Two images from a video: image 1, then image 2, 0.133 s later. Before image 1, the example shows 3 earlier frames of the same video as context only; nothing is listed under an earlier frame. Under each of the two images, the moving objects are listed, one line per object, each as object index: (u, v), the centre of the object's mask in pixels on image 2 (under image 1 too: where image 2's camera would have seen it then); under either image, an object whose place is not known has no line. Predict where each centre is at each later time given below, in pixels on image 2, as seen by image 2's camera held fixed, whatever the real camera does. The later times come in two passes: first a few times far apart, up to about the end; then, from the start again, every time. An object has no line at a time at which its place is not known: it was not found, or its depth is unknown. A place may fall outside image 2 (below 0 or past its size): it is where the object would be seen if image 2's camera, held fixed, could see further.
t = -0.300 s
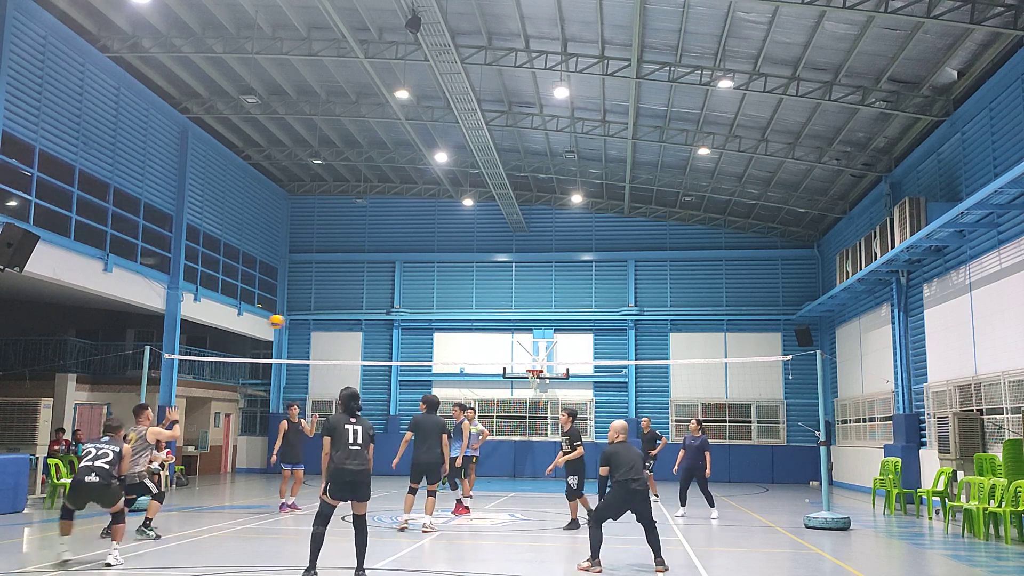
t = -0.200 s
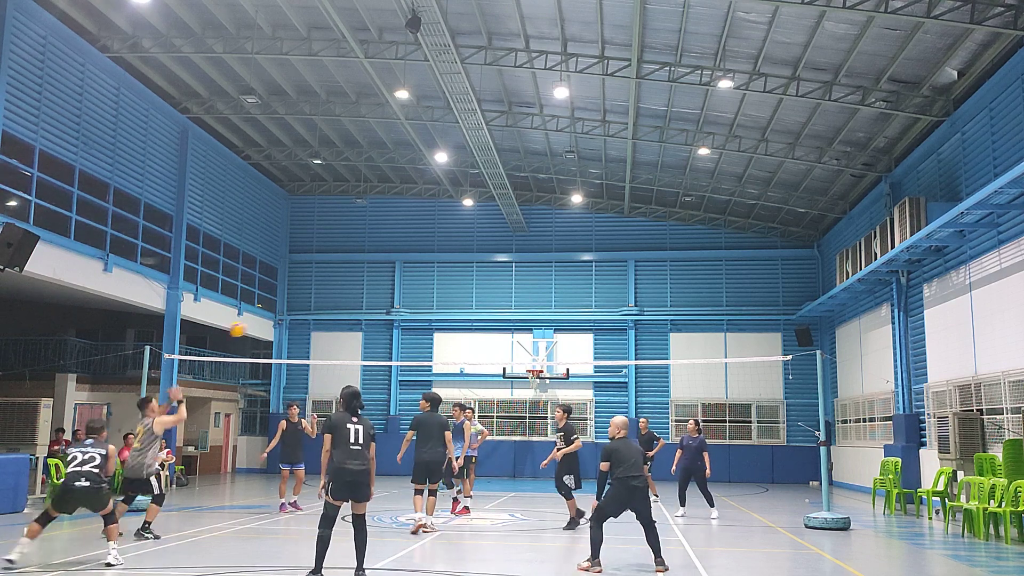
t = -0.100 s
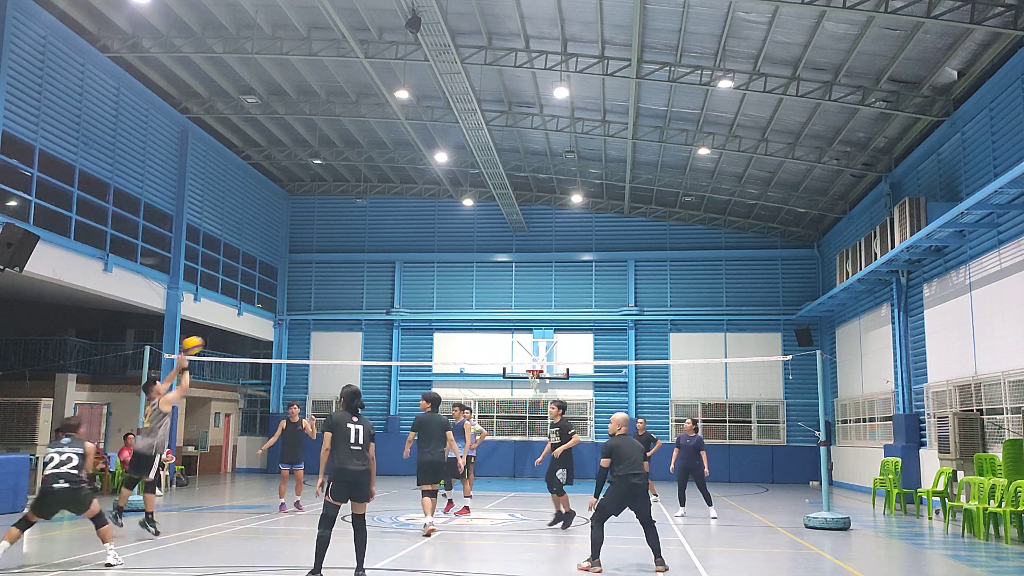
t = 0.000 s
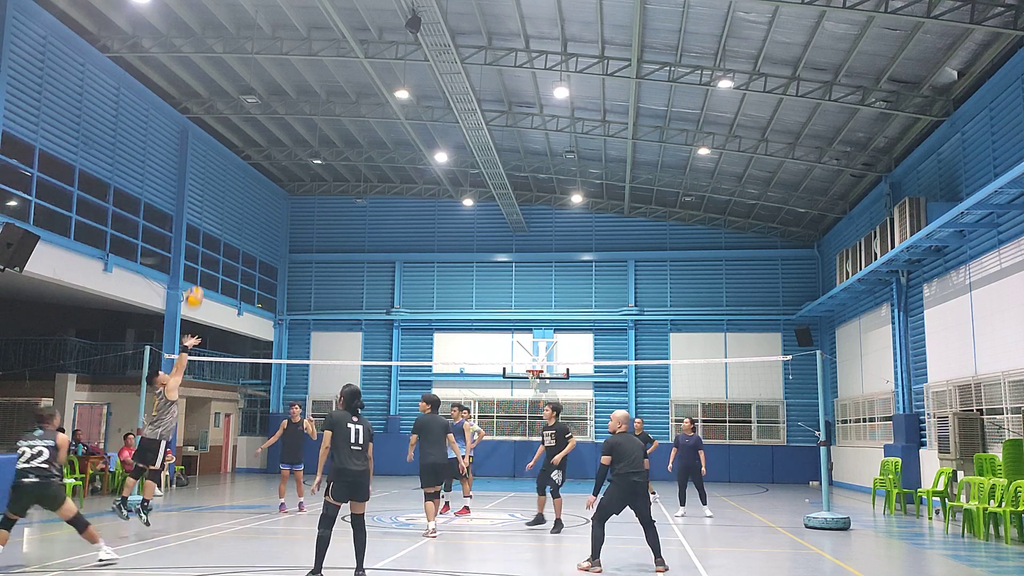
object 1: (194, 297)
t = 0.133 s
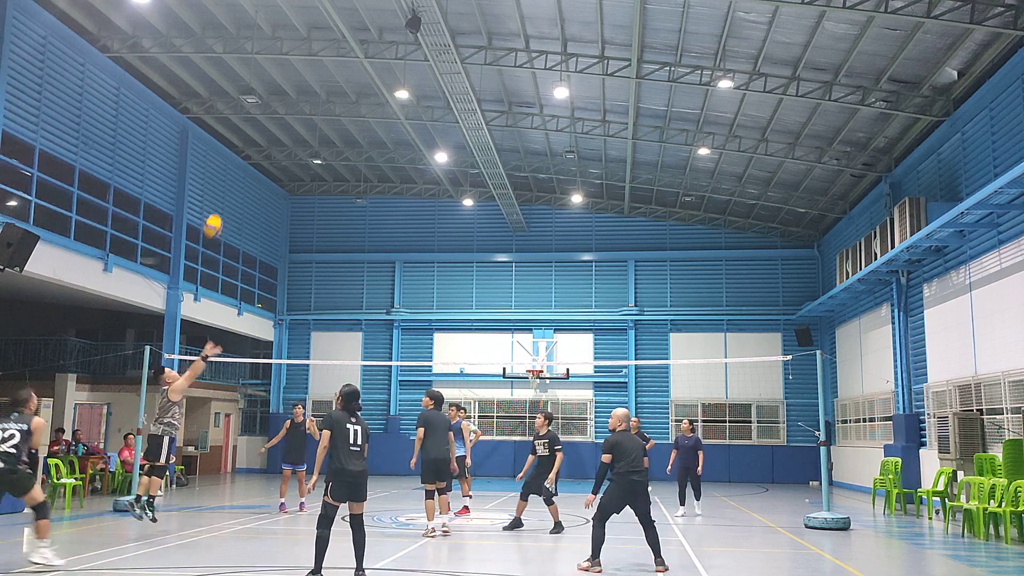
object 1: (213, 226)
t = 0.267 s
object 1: (229, 163)
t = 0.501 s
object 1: (262, 91)
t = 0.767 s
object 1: (295, 64)
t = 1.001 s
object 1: (326, 93)
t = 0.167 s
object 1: (218, 208)
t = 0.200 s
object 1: (222, 194)
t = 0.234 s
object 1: (228, 179)
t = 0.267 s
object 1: (229, 163)
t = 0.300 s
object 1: (236, 153)
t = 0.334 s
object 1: (240, 139)
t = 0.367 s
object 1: (245, 130)
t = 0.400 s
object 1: (249, 119)
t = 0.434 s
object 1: (253, 110)
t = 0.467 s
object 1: (256, 100)
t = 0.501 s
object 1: (262, 91)
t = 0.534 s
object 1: (266, 86)
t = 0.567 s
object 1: (270, 79)
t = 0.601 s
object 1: (274, 74)
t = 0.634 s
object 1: (278, 69)
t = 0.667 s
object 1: (283, 68)
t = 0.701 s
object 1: (287, 65)
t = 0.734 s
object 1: (292, 64)
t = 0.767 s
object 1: (295, 64)
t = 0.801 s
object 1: (300, 64)
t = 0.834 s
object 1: (304, 66)
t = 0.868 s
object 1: (308, 68)
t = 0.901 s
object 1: (313, 73)
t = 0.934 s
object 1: (317, 79)
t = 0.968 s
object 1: (322, 85)
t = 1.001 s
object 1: (326, 93)
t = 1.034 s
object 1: (330, 102)
